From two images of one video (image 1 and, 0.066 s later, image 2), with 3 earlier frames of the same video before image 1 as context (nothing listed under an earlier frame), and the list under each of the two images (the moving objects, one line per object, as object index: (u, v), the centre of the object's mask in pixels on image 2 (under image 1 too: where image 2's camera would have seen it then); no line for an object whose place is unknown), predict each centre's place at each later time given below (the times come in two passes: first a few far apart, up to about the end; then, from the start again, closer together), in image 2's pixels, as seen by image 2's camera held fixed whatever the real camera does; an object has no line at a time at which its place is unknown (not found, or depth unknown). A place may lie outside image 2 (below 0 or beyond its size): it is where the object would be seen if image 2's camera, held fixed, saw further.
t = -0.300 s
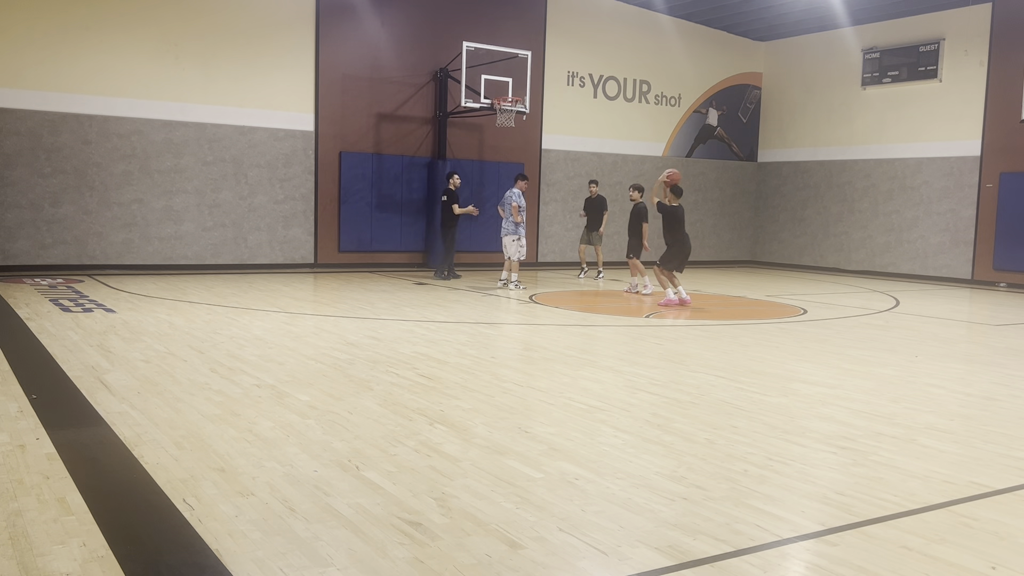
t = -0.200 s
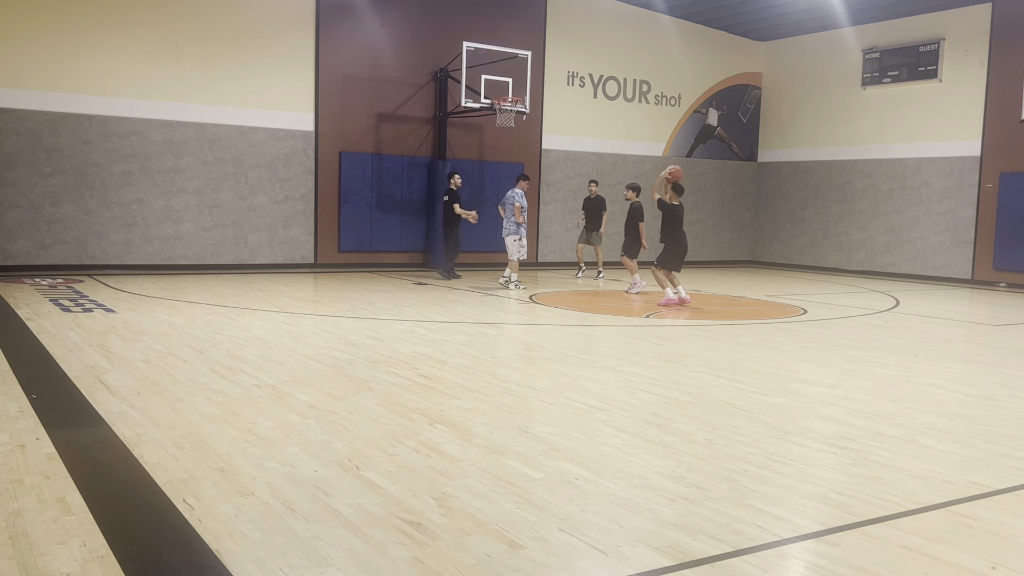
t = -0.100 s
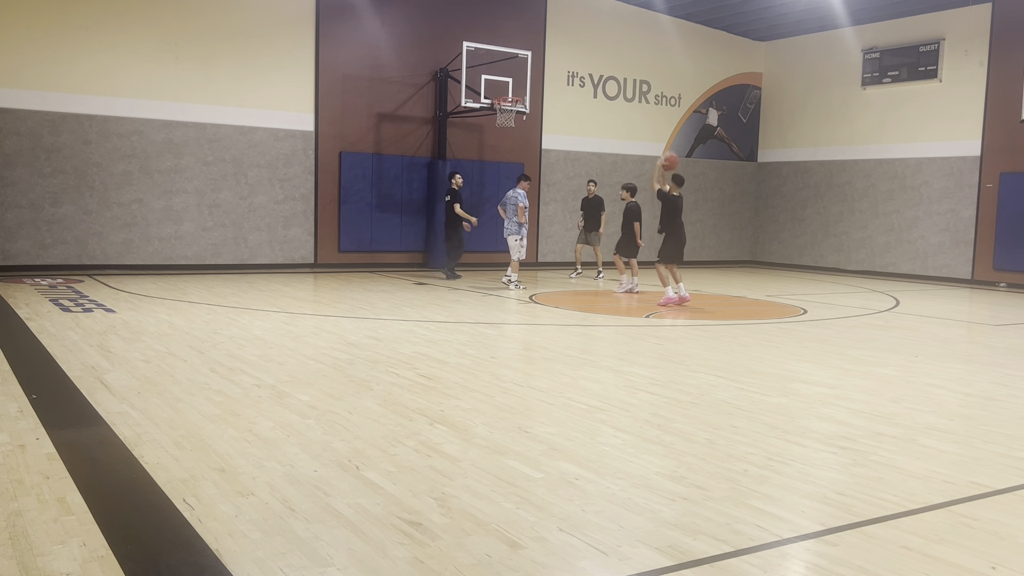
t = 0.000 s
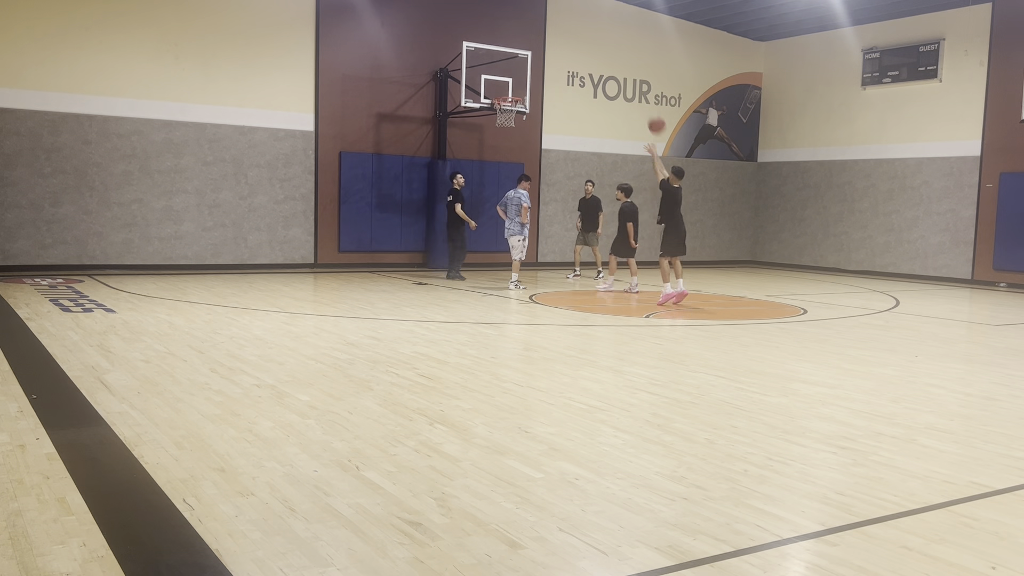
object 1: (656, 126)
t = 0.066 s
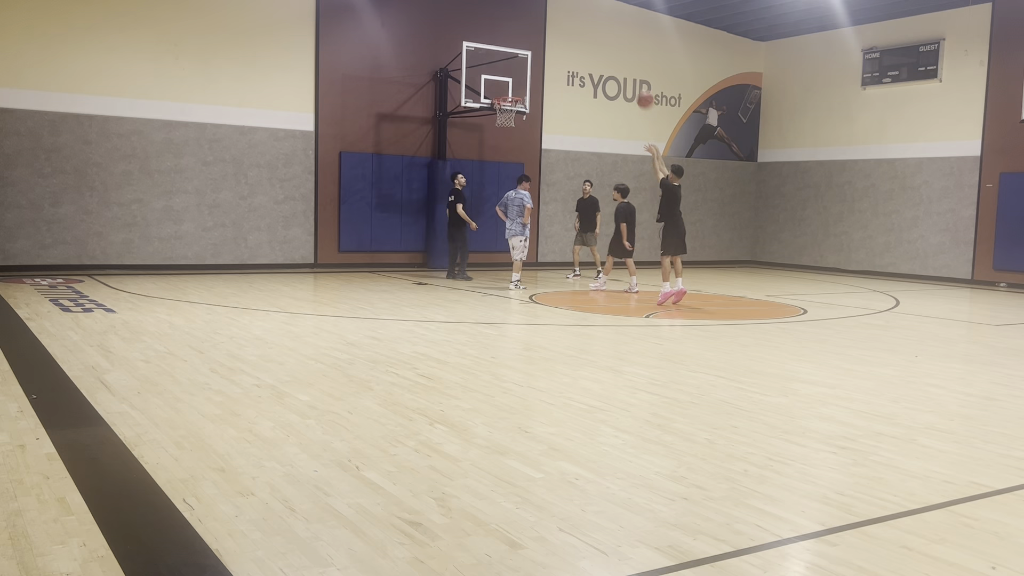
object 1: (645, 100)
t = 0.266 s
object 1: (612, 47)
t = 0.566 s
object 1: (567, 25)
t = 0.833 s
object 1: (531, 54)
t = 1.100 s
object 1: (500, 114)
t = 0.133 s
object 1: (633, 78)
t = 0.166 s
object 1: (628, 69)
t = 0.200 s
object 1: (622, 61)
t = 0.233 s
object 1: (617, 54)
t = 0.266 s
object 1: (612, 47)
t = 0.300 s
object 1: (606, 41)
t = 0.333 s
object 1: (601, 36)
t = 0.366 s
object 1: (596, 32)
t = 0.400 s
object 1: (591, 29)
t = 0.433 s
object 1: (586, 27)
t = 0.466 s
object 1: (581, 25)
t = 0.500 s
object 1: (576, 25)
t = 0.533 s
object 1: (572, 25)
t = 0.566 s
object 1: (567, 25)
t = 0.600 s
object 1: (562, 26)
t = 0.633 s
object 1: (558, 29)
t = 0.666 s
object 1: (553, 31)
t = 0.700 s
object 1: (548, 35)
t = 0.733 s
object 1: (544, 39)
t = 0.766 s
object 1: (540, 43)
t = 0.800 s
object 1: (535, 48)
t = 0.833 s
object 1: (531, 54)
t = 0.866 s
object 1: (527, 61)
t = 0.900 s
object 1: (522, 67)
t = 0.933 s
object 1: (519, 75)
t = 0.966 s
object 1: (514, 82)
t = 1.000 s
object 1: (510, 91)
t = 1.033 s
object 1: (507, 101)
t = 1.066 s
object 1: (503, 108)
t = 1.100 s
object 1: (500, 114)
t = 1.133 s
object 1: (499, 119)
